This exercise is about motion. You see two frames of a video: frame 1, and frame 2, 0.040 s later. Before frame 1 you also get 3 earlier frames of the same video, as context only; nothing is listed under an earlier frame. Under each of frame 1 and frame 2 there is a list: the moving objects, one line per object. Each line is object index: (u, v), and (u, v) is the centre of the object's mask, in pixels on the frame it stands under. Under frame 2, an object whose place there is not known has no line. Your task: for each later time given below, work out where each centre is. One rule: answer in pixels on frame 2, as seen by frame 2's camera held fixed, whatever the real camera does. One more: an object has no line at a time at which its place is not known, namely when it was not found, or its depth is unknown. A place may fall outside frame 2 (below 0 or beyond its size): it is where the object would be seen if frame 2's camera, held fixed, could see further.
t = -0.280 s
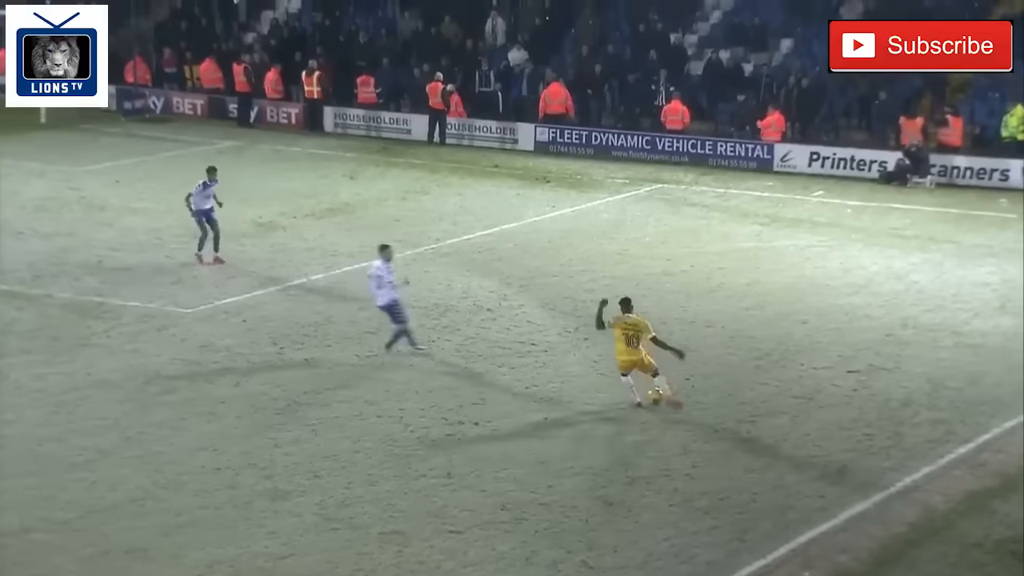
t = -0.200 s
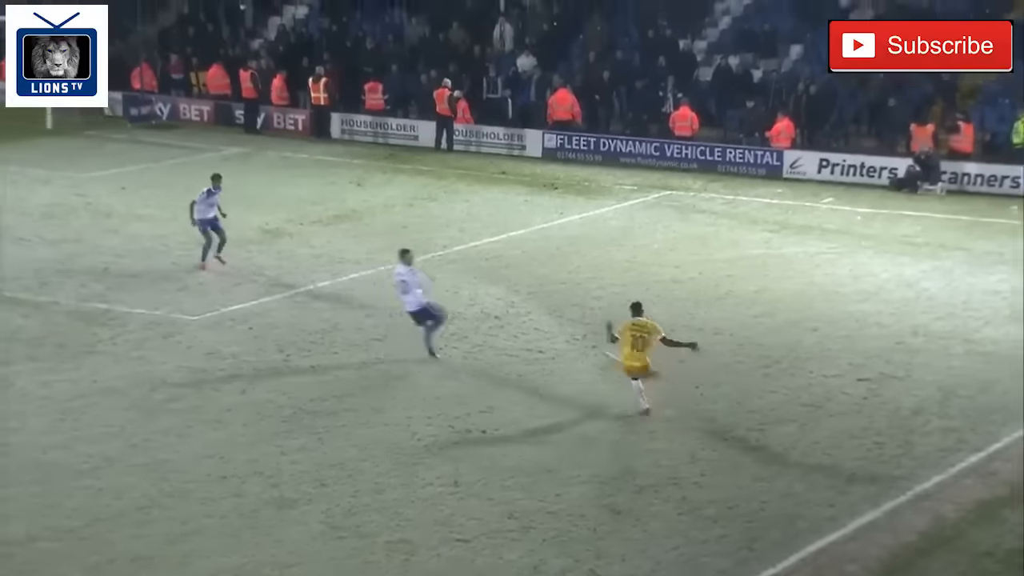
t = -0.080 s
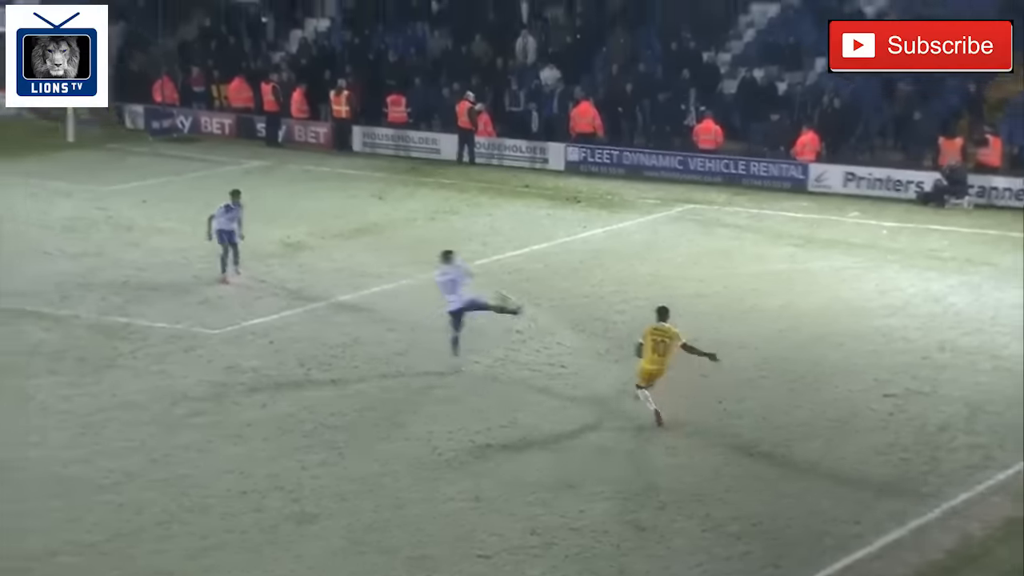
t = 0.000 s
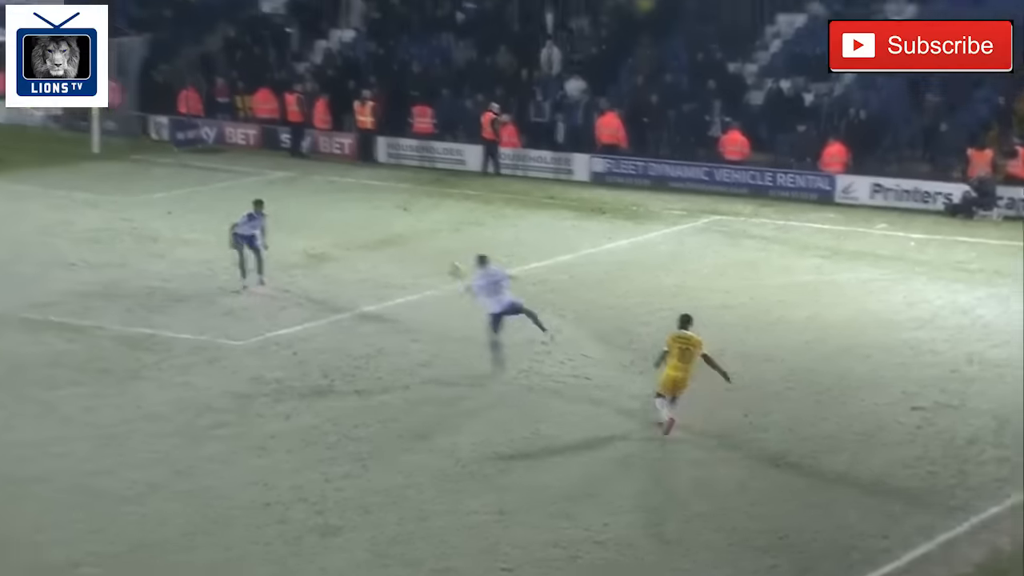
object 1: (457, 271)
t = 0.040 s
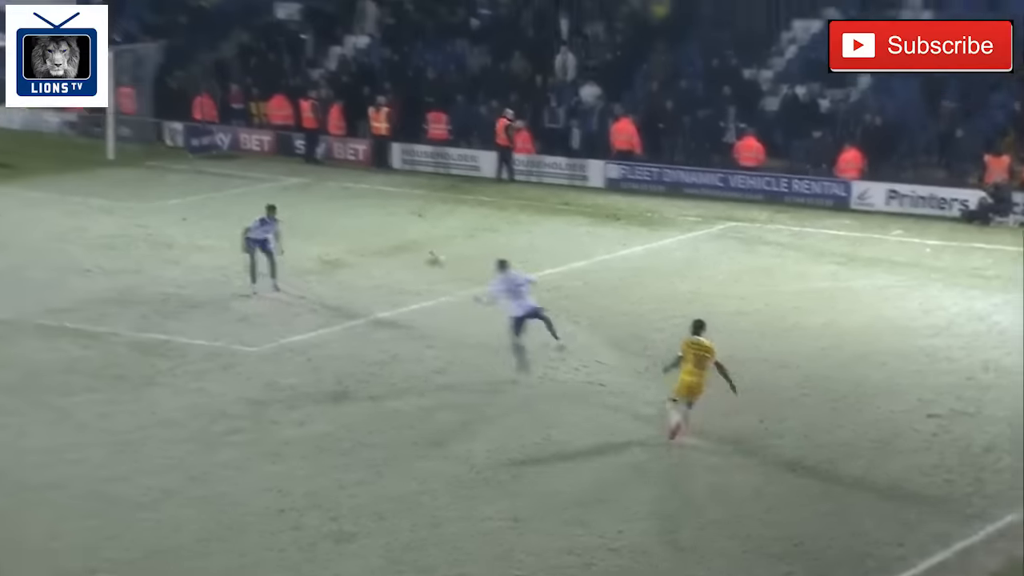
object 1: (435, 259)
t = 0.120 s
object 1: (368, 231)
